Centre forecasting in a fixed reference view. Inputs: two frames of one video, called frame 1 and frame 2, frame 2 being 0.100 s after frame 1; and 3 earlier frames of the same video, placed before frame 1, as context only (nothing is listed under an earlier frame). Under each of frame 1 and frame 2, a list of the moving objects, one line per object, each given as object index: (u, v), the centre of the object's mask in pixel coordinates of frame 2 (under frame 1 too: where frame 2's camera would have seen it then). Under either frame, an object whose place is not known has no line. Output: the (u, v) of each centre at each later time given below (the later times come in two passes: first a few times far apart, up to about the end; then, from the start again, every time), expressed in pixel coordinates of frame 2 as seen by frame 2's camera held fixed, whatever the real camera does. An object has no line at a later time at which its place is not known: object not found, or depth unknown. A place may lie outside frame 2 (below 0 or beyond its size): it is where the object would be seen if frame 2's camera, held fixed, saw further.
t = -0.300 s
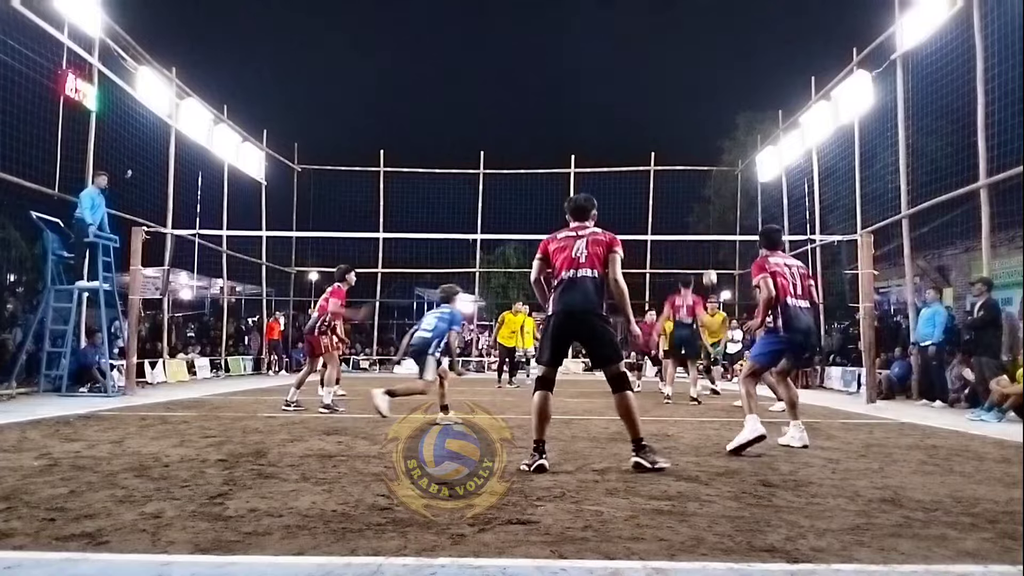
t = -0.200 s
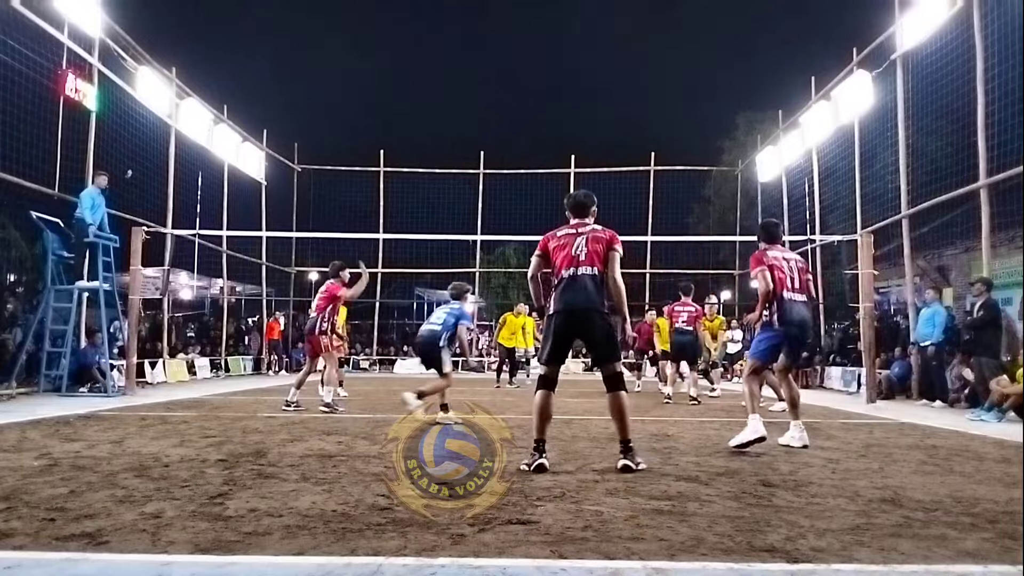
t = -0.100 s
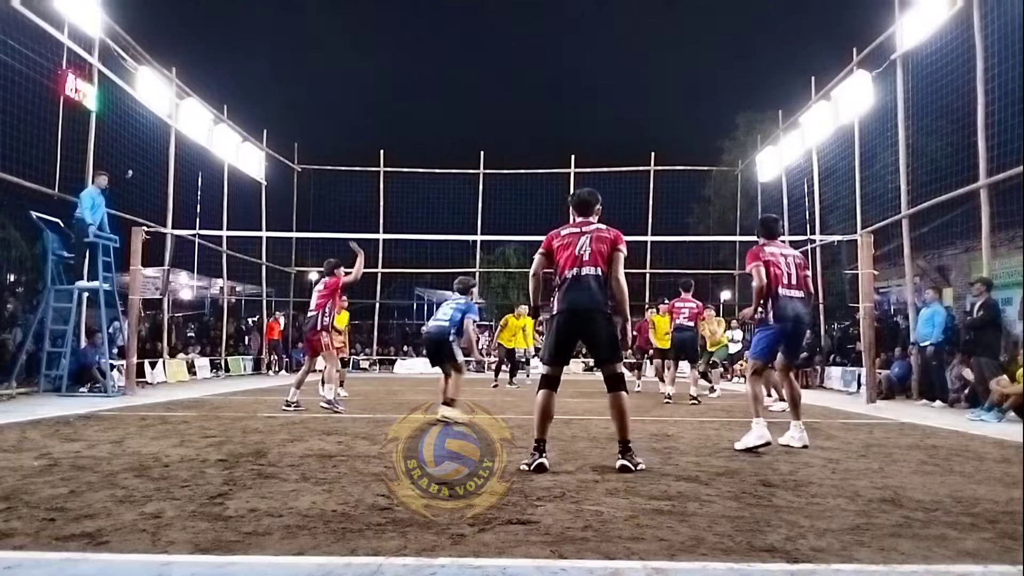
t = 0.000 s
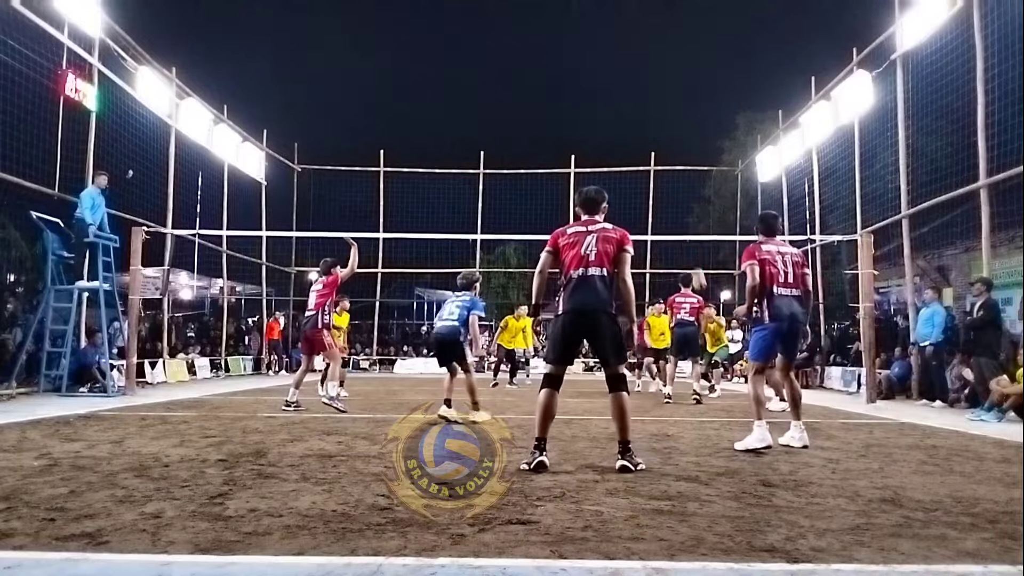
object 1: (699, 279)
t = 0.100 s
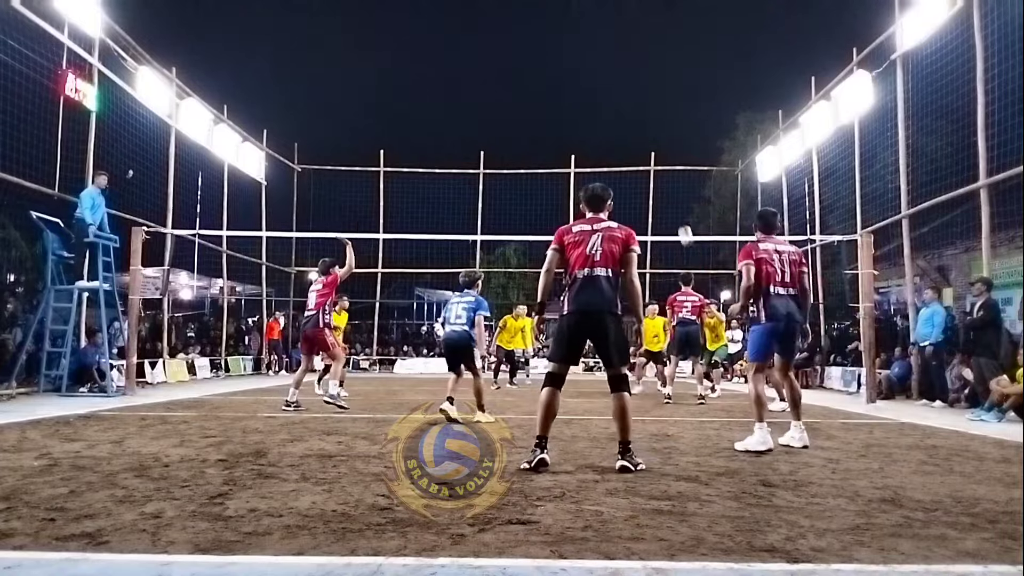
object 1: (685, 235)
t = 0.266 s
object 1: (665, 178)
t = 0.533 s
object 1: (634, 120)
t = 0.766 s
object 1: (607, 103)
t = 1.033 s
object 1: (576, 122)
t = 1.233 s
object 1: (554, 161)
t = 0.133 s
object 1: (682, 223)
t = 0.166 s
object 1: (678, 211)
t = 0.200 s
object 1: (674, 199)
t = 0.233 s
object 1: (670, 188)
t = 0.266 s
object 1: (665, 178)
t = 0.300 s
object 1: (662, 168)
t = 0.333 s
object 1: (657, 159)
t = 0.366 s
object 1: (654, 151)
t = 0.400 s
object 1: (650, 144)
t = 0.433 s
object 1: (646, 137)
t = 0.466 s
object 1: (642, 130)
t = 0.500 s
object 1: (638, 125)
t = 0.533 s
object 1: (634, 120)
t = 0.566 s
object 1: (630, 116)
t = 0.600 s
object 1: (626, 112)
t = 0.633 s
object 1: (622, 109)
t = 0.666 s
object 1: (618, 107)
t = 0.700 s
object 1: (614, 105)
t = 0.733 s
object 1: (610, 104)
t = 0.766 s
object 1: (607, 103)
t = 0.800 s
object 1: (603, 104)
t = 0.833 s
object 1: (599, 104)
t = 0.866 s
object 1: (595, 106)
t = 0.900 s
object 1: (591, 108)
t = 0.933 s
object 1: (587, 110)
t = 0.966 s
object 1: (584, 114)
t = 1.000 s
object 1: (580, 117)
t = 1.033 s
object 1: (576, 122)
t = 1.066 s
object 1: (572, 127)
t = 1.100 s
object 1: (568, 132)
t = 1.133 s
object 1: (565, 139)
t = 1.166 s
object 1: (561, 145)
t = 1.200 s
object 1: (557, 153)
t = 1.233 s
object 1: (554, 161)
